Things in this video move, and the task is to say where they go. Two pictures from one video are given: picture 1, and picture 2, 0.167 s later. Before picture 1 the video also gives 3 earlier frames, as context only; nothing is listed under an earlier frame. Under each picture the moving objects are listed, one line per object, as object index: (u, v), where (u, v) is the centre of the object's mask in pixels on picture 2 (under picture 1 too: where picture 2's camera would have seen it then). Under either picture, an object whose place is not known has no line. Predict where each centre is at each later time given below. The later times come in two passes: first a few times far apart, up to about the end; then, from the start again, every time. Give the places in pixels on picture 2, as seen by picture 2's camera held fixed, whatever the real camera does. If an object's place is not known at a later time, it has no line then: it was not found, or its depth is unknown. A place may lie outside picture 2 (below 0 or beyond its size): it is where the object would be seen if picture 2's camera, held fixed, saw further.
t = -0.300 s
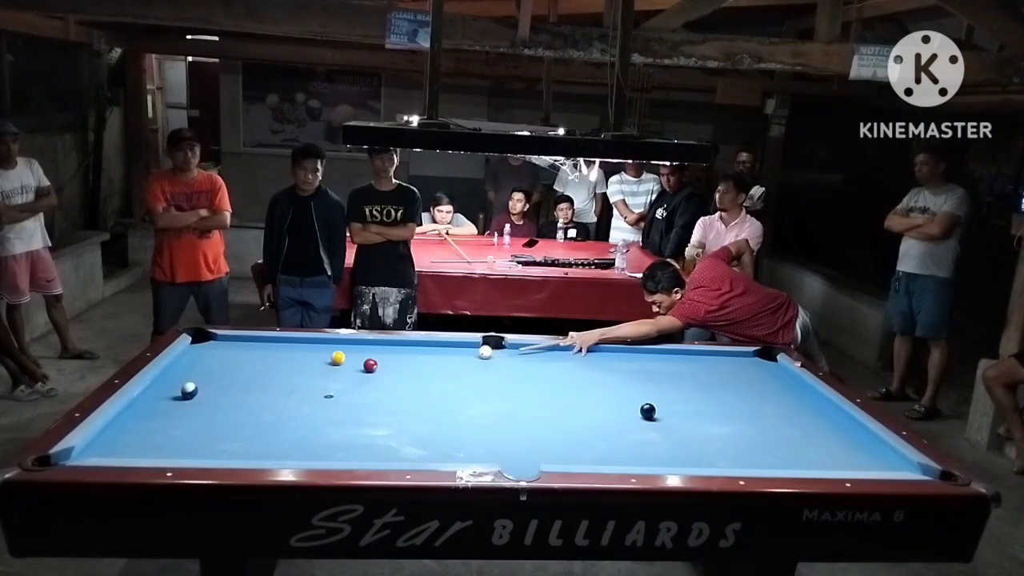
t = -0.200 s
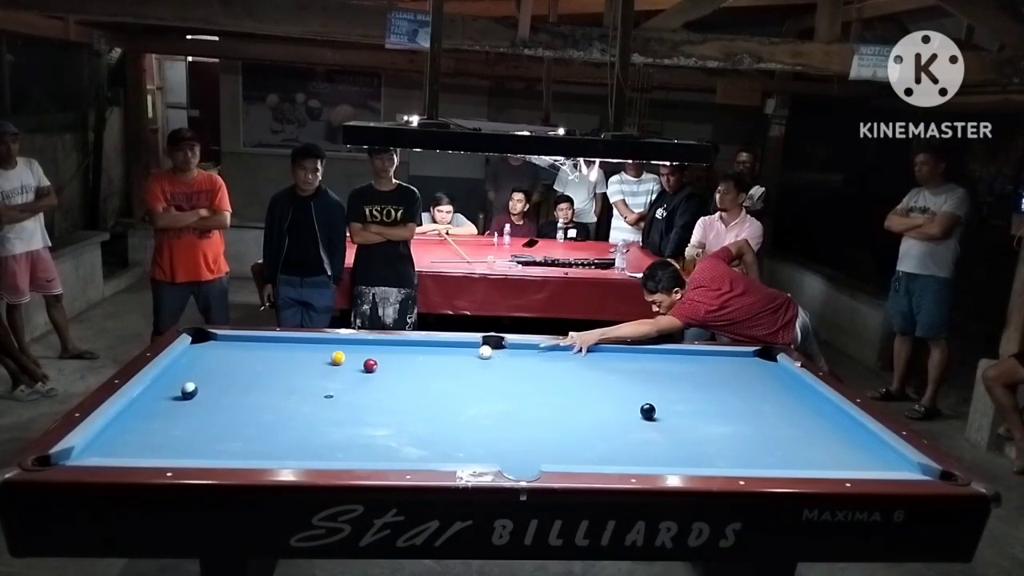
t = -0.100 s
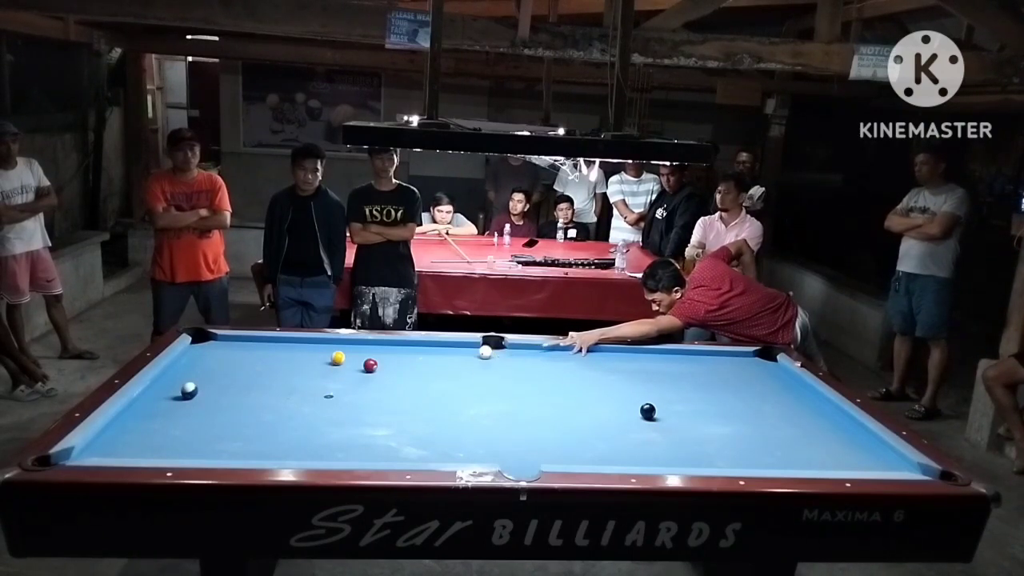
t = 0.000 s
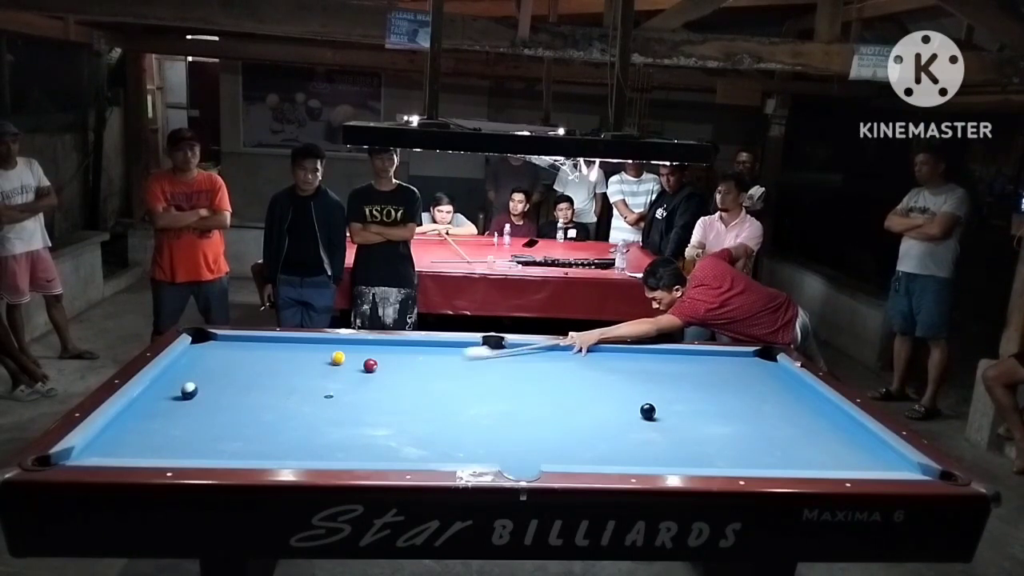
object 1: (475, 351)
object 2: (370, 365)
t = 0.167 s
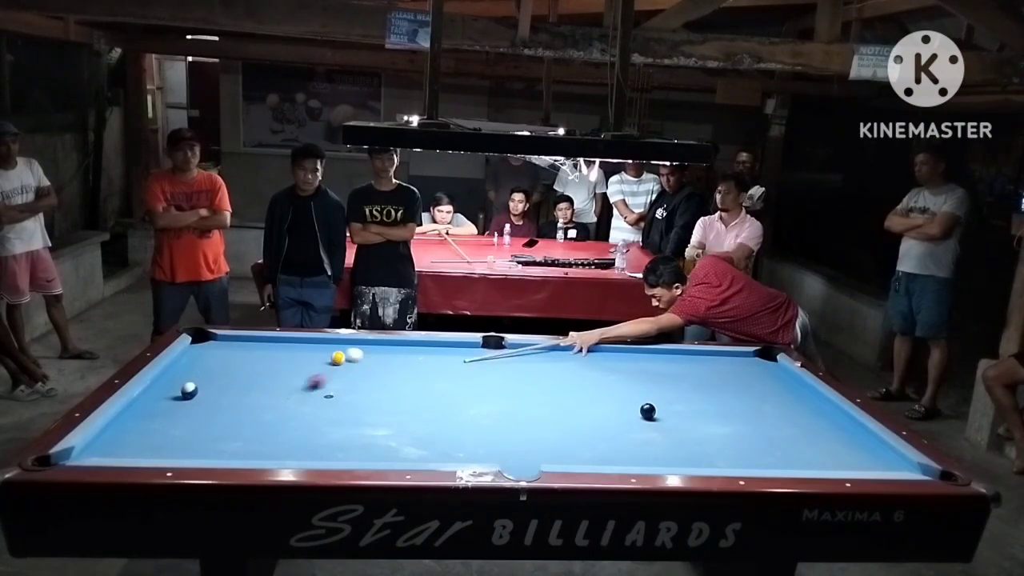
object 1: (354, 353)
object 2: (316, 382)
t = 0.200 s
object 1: (345, 350)
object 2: (291, 390)
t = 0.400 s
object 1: (299, 341)
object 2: (127, 439)
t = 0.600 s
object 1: (254, 349)
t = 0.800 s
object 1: (206, 356)
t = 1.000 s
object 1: (184, 365)
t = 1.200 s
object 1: (198, 375)
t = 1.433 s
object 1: (215, 387)
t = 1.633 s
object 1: (230, 399)
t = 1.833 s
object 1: (246, 410)
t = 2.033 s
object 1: (262, 422)
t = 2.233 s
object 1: (278, 434)
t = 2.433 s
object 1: (295, 447)
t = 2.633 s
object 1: (313, 456)
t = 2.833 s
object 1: (333, 453)
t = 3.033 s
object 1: (352, 449)
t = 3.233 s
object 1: (370, 443)
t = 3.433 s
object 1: (386, 438)
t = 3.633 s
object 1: (400, 433)
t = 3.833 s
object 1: (412, 429)
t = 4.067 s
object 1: (426, 424)
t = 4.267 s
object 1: (436, 421)
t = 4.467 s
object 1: (444, 418)
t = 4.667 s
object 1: (453, 415)
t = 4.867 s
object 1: (459, 413)
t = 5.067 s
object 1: (465, 410)
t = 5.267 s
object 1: (470, 409)
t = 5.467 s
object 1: (474, 407)
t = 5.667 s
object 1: (478, 406)
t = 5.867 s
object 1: (480, 405)
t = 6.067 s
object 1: (482, 404)
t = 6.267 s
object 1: (483, 404)
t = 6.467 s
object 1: (484, 404)
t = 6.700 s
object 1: (484, 403)
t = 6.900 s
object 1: (484, 403)
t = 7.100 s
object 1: (484, 403)
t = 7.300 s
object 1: (484, 403)
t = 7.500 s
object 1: (484, 403)
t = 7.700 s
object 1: (484, 403)
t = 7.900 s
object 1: (484, 403)
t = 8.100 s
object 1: (484, 403)
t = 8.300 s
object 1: (484, 403)
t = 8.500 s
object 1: (484, 403)
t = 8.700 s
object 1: (484, 403)
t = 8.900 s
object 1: (484, 403)
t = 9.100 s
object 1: (484, 403)
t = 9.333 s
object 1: (484, 403)
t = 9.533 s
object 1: (484, 403)
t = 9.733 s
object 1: (484, 403)
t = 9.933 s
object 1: (484, 403)
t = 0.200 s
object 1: (345, 350)
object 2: (291, 390)
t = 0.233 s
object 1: (335, 347)
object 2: (264, 398)
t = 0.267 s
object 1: (327, 345)
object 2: (237, 406)
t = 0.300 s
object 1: (320, 343)
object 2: (210, 414)
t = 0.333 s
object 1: (313, 341)
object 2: (183, 422)
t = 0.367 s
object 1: (307, 340)
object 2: (155, 431)
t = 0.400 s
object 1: (299, 341)
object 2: (127, 439)
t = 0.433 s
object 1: (291, 342)
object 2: (98, 448)
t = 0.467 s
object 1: (284, 344)
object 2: (67, 454)
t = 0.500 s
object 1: (276, 345)
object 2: (47, 462)
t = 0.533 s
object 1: (269, 346)
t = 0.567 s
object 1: (261, 347)
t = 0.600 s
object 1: (254, 349)
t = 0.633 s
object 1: (246, 350)
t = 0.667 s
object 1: (238, 351)
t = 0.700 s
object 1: (230, 352)
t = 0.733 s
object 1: (222, 353)
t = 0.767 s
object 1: (214, 354)
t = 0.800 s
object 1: (206, 356)
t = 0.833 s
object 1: (198, 357)
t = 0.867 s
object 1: (190, 358)
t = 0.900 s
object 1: (181, 360)
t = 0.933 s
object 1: (179, 361)
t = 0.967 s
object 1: (181, 363)
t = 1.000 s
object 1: (184, 365)
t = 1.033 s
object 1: (186, 366)
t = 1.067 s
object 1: (188, 368)
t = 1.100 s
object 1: (190, 370)
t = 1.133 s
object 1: (193, 372)
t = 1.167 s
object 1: (195, 373)
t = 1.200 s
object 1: (198, 375)
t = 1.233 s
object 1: (200, 377)
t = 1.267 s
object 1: (202, 378)
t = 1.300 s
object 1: (205, 380)
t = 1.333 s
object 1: (207, 382)
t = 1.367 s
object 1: (210, 384)
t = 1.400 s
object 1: (212, 386)
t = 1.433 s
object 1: (215, 387)
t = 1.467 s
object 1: (217, 389)
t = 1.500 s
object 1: (220, 391)
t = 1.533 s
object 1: (222, 393)
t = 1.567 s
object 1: (225, 395)
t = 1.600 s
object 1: (227, 397)
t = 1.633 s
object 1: (230, 399)
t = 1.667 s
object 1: (232, 400)
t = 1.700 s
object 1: (235, 402)
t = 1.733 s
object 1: (238, 404)
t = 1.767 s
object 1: (240, 406)
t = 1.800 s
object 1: (243, 408)
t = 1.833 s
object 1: (246, 410)
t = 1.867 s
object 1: (248, 412)
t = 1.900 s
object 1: (251, 414)
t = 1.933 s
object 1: (253, 416)
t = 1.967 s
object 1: (256, 418)
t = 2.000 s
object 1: (259, 420)
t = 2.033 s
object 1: (262, 422)
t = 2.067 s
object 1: (264, 424)
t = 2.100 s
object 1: (267, 426)
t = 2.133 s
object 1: (270, 428)
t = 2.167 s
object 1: (273, 430)
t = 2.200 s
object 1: (275, 432)
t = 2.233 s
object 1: (278, 434)
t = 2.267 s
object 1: (281, 436)
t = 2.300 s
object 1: (284, 439)
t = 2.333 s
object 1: (287, 441)
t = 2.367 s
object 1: (289, 443)
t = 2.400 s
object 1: (292, 445)
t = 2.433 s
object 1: (295, 447)
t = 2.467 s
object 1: (298, 449)
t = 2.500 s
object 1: (301, 451)
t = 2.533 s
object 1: (304, 452)
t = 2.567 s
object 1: (307, 453)
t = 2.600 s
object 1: (310, 454)
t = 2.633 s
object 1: (313, 456)
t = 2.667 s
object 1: (317, 456)
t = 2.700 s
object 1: (320, 455)
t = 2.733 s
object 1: (323, 455)
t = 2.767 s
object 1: (327, 454)
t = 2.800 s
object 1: (330, 454)
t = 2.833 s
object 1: (333, 453)
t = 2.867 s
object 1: (337, 453)
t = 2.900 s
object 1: (340, 452)
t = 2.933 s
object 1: (343, 451)
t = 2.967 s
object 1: (346, 451)
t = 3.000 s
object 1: (349, 450)
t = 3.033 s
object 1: (352, 449)
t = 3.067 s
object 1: (355, 447)
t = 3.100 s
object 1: (358, 446)
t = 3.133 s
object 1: (361, 446)
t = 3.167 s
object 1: (364, 445)
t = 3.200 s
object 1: (367, 444)
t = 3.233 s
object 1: (370, 443)
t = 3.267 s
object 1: (372, 442)
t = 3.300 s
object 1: (375, 441)
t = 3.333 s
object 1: (378, 440)
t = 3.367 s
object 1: (380, 439)
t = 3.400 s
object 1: (383, 438)
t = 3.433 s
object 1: (386, 438)
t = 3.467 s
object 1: (388, 437)
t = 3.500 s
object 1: (390, 436)
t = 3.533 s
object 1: (393, 435)
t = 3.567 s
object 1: (395, 435)
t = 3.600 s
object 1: (398, 434)
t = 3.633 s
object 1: (400, 433)
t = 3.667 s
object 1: (402, 432)
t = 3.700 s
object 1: (404, 431)
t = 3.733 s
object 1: (406, 431)
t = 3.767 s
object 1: (408, 430)
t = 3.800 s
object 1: (410, 429)
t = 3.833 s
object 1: (412, 429)
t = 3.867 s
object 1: (414, 428)
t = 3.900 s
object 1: (416, 427)
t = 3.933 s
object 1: (418, 427)
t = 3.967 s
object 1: (420, 426)
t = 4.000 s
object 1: (422, 425)
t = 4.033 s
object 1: (424, 425)
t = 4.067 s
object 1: (426, 424)
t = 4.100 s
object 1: (428, 423)
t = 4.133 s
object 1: (429, 423)
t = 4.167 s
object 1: (431, 422)
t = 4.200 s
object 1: (432, 422)
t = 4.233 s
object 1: (434, 421)
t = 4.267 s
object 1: (436, 421)
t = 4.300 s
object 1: (438, 420)
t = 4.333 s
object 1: (439, 420)
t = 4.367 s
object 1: (440, 419)
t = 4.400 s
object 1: (442, 419)
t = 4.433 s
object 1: (443, 418)
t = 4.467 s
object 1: (444, 418)
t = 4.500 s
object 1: (446, 417)
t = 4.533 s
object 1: (447, 416)
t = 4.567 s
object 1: (449, 416)
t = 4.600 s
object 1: (450, 416)
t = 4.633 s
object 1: (451, 415)
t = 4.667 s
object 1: (453, 415)
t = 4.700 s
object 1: (454, 415)
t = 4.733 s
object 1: (455, 414)
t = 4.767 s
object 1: (456, 414)
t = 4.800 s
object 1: (457, 413)
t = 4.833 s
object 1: (458, 413)
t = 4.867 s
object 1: (459, 413)
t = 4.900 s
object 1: (460, 412)
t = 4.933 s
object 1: (461, 412)
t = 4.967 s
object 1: (463, 411)
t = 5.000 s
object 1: (464, 411)
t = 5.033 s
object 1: (465, 411)
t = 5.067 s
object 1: (465, 410)
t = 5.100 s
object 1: (466, 410)
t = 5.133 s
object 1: (467, 410)
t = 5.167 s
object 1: (468, 410)
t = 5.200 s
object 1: (469, 409)
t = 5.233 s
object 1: (469, 409)
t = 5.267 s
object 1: (470, 409)
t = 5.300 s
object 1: (471, 408)
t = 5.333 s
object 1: (472, 408)
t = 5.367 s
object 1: (473, 408)
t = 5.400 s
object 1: (473, 408)
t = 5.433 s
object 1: (474, 408)
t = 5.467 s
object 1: (474, 407)
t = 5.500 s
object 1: (475, 407)
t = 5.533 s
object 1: (475, 407)
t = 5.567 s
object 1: (476, 406)
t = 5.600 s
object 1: (477, 406)
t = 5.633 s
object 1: (477, 406)
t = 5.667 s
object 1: (478, 406)
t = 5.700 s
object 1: (478, 406)
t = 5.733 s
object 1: (478, 405)
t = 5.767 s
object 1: (479, 405)
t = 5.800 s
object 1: (479, 405)
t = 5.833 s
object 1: (480, 405)
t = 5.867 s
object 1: (480, 405)
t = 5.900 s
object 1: (480, 405)
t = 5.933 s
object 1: (481, 405)
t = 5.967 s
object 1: (481, 405)
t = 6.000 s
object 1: (481, 405)
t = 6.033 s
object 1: (482, 404)
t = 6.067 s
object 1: (482, 404)
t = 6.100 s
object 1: (482, 404)
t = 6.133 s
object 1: (482, 404)
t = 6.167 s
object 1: (483, 404)
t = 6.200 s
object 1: (483, 404)
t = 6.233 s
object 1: (483, 404)
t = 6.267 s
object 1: (483, 404)
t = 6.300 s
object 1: (483, 404)
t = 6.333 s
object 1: (483, 404)
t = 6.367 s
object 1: (483, 404)
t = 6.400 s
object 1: (484, 404)
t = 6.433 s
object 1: (484, 404)
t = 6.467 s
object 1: (484, 404)
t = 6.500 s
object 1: (484, 404)
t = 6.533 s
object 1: (484, 404)
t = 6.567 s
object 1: (484, 404)
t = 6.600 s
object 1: (484, 404)
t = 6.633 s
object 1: (484, 404)
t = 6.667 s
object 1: (484, 404)
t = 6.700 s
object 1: (484, 403)
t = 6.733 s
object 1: (484, 404)
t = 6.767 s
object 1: (484, 404)
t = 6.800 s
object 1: (484, 404)
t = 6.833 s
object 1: (484, 404)
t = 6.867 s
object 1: (484, 403)
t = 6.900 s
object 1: (484, 403)
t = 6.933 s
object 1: (484, 403)
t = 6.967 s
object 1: (484, 403)
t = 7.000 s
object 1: (484, 403)
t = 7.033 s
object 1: (484, 403)
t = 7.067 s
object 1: (484, 403)
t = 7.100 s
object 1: (484, 403)
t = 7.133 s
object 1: (484, 403)
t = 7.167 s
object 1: (484, 403)
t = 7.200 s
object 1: (484, 403)
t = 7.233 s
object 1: (484, 403)
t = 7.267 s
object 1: (484, 403)
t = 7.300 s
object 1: (484, 403)
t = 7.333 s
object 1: (484, 403)
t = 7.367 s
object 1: (484, 403)
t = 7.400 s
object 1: (484, 403)
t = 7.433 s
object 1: (484, 403)
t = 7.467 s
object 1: (484, 403)
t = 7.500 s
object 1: (484, 403)
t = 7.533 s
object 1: (484, 403)
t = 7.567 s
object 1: (484, 403)
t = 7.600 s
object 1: (484, 403)
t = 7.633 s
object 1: (484, 403)
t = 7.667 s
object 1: (484, 403)
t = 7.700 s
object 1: (484, 403)
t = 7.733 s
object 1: (484, 403)
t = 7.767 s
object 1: (484, 403)
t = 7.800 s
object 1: (484, 403)
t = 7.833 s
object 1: (484, 403)
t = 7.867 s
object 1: (484, 403)
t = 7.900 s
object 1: (484, 403)
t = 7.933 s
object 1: (484, 403)
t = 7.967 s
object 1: (484, 403)
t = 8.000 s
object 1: (484, 403)
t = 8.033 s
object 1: (484, 403)
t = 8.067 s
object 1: (484, 403)
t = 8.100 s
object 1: (484, 403)
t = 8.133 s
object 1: (484, 403)
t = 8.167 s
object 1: (484, 403)
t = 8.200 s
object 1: (484, 403)
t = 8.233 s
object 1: (484, 403)
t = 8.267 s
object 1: (484, 403)
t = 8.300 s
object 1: (484, 403)
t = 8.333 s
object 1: (484, 403)
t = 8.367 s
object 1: (484, 403)
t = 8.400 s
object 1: (484, 403)
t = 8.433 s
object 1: (484, 403)
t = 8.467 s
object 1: (484, 403)
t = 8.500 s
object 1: (484, 403)
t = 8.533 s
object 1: (484, 403)
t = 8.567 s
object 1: (484, 403)
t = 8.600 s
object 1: (484, 403)
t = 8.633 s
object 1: (484, 403)
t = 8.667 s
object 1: (484, 403)
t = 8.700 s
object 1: (484, 403)
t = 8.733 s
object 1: (484, 403)
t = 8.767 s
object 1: (484, 403)
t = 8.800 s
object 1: (484, 403)
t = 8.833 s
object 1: (484, 403)
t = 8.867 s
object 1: (484, 403)
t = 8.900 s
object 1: (484, 403)
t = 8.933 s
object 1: (484, 403)
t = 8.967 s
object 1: (484, 403)
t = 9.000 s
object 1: (484, 403)
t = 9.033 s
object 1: (484, 403)
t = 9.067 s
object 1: (484, 403)
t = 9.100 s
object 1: (484, 403)
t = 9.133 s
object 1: (484, 403)
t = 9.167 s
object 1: (484, 403)
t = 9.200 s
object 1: (484, 403)
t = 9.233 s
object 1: (484, 403)
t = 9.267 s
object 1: (484, 403)
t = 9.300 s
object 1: (484, 403)
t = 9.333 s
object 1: (484, 403)
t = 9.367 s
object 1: (484, 403)
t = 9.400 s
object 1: (484, 403)
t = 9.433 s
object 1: (484, 403)
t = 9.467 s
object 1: (484, 403)
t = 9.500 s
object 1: (484, 403)
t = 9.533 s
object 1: (484, 403)
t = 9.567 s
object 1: (484, 403)
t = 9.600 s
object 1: (484, 403)
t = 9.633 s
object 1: (484, 403)
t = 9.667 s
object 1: (484, 403)
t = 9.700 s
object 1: (484, 403)
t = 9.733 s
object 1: (484, 403)
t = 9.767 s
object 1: (484, 403)
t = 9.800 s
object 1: (484, 403)
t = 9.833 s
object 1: (484, 403)
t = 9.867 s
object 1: (484, 403)
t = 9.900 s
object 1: (484, 403)
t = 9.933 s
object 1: (484, 403)
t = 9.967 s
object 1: (484, 403)
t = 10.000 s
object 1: (484, 403)
